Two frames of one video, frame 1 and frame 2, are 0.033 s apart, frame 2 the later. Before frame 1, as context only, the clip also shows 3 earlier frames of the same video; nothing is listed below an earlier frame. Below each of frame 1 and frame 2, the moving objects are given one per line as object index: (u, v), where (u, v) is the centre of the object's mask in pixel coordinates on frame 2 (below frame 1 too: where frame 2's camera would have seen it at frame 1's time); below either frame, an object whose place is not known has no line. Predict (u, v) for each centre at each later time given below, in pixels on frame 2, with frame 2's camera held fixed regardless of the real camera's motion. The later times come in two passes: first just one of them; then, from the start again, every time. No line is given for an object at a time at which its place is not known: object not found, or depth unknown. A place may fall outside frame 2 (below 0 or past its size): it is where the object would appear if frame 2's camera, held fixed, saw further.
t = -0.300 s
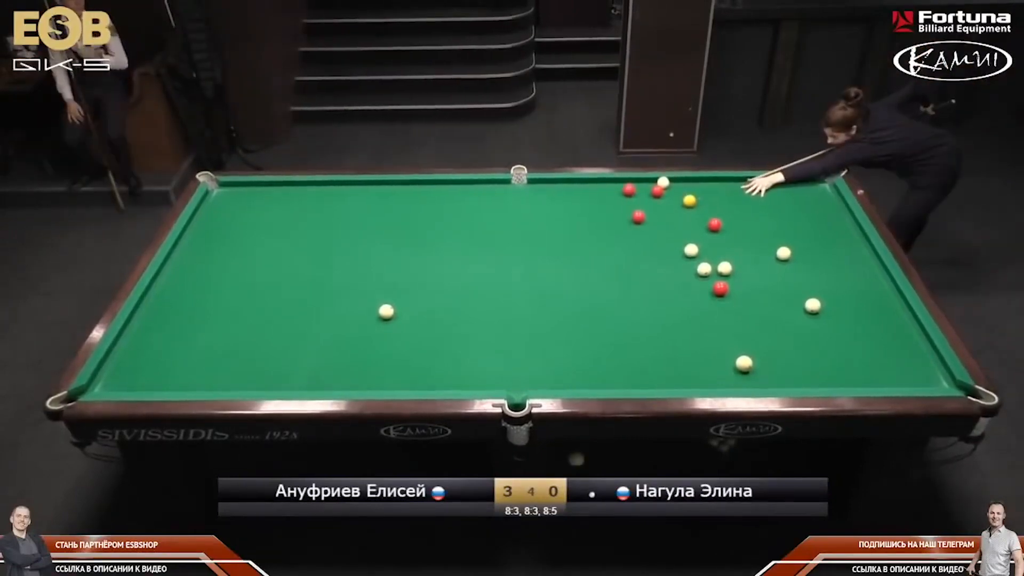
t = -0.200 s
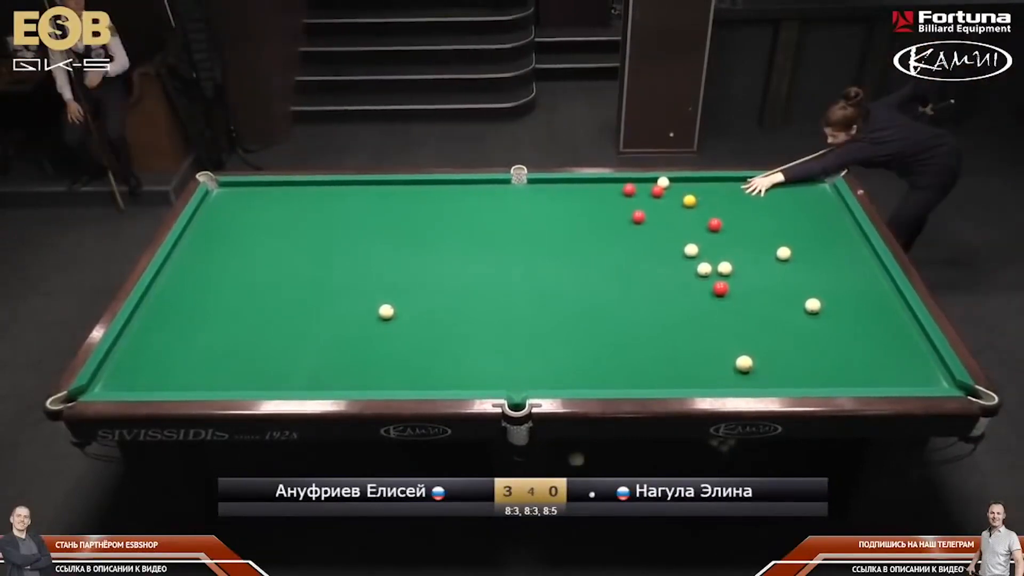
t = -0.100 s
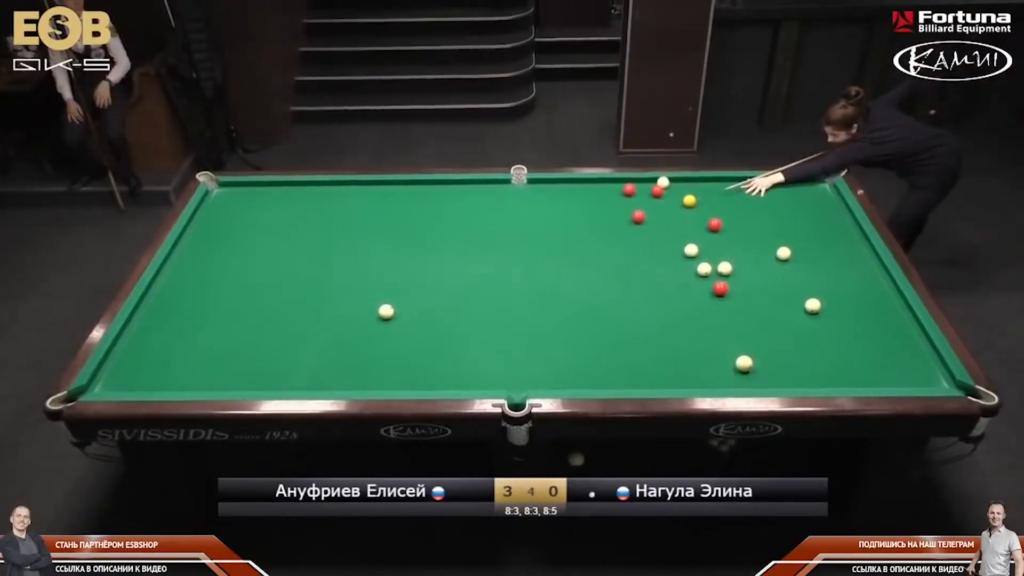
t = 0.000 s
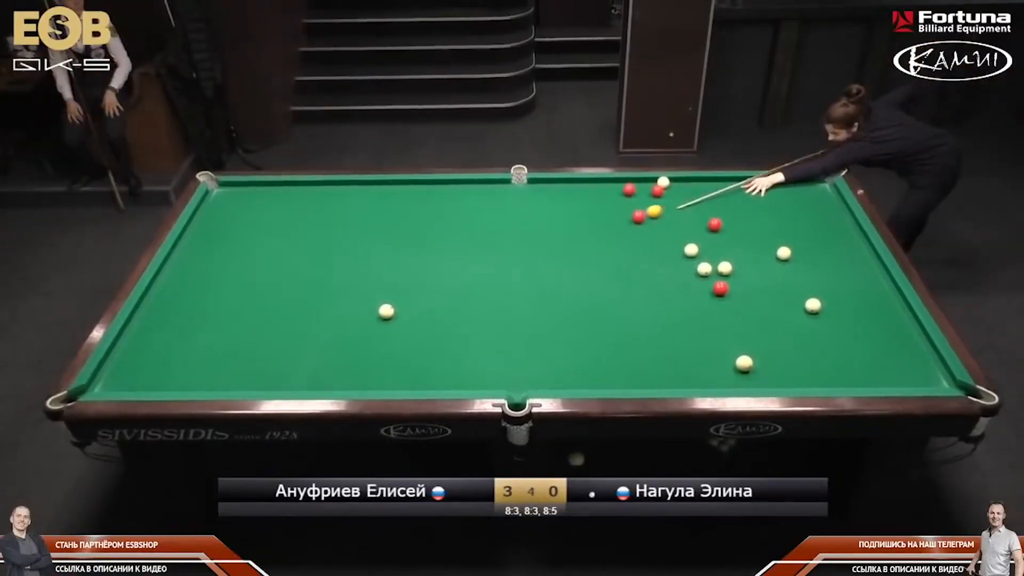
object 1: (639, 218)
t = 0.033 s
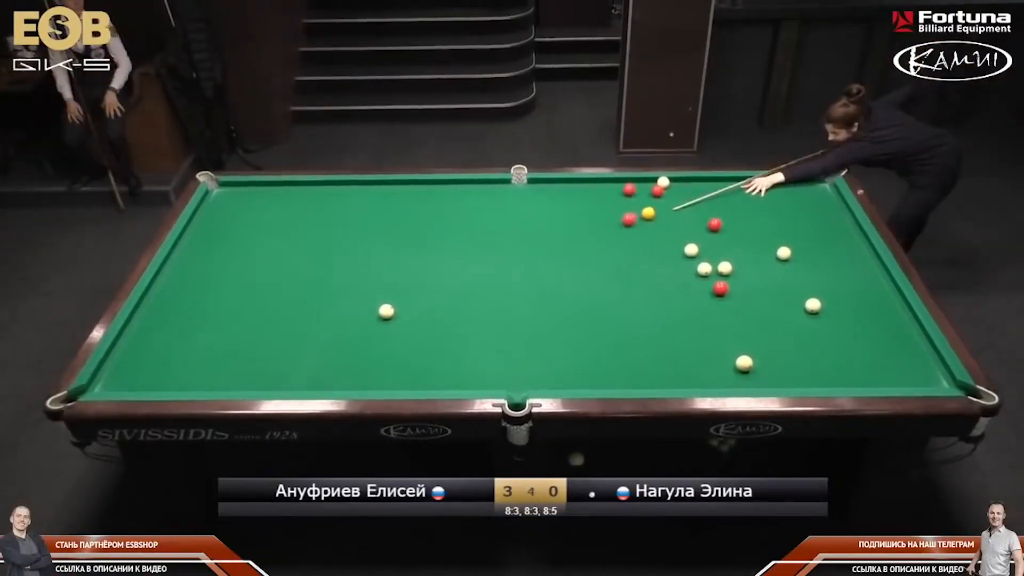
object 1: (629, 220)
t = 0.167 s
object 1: (519, 255)
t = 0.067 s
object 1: (598, 230)
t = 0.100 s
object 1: (567, 240)
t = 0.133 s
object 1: (551, 245)
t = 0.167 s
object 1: (519, 255)
